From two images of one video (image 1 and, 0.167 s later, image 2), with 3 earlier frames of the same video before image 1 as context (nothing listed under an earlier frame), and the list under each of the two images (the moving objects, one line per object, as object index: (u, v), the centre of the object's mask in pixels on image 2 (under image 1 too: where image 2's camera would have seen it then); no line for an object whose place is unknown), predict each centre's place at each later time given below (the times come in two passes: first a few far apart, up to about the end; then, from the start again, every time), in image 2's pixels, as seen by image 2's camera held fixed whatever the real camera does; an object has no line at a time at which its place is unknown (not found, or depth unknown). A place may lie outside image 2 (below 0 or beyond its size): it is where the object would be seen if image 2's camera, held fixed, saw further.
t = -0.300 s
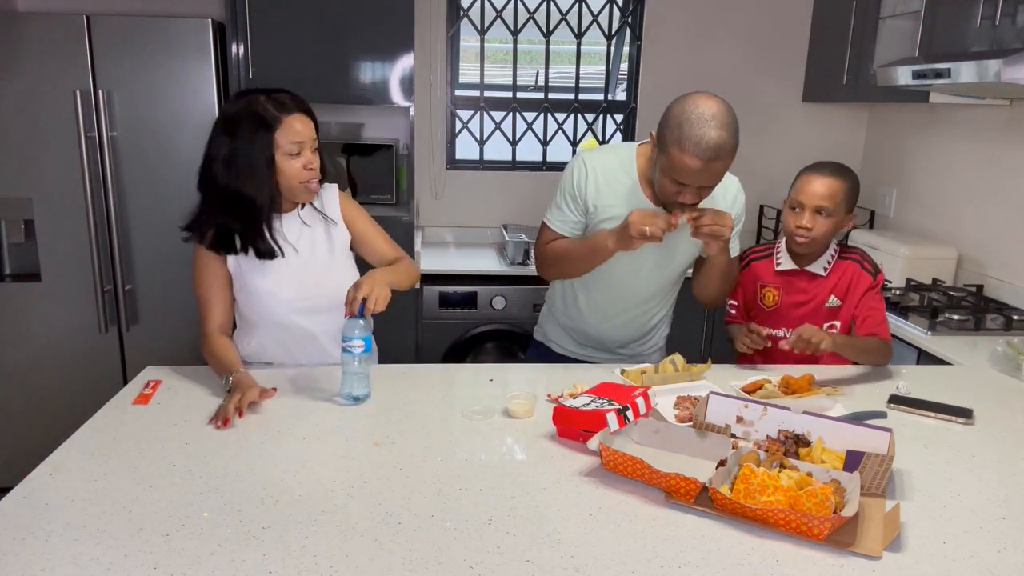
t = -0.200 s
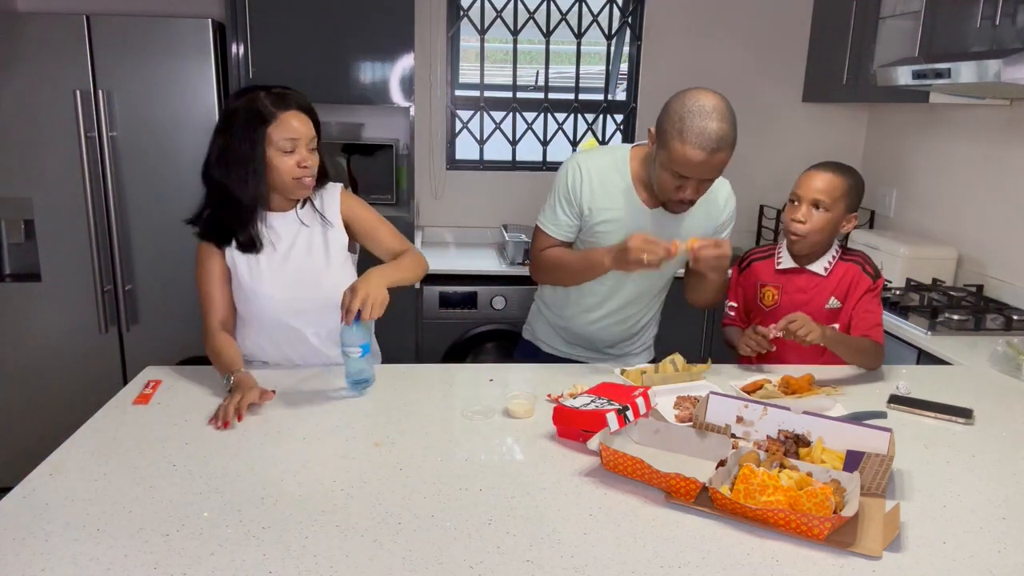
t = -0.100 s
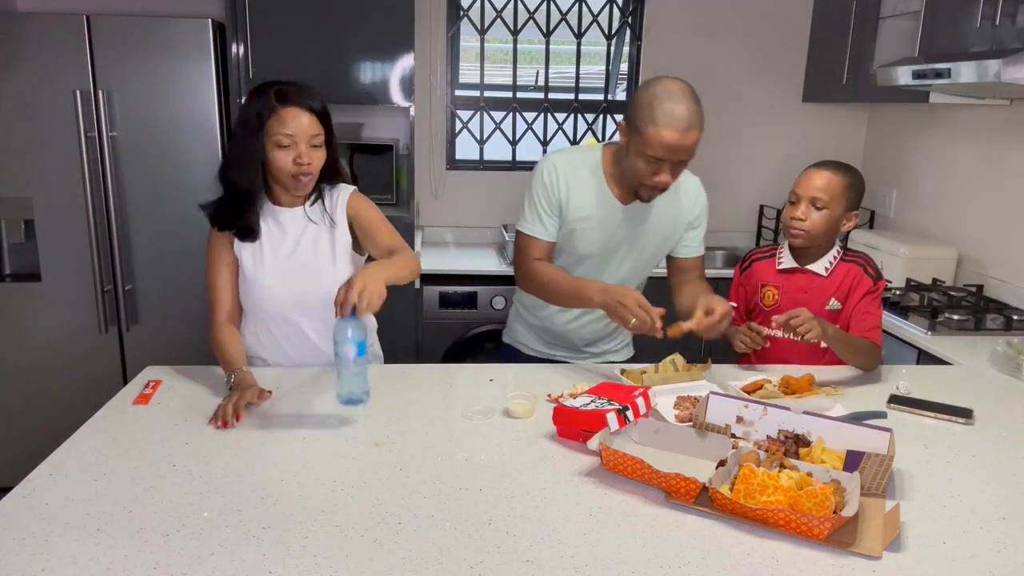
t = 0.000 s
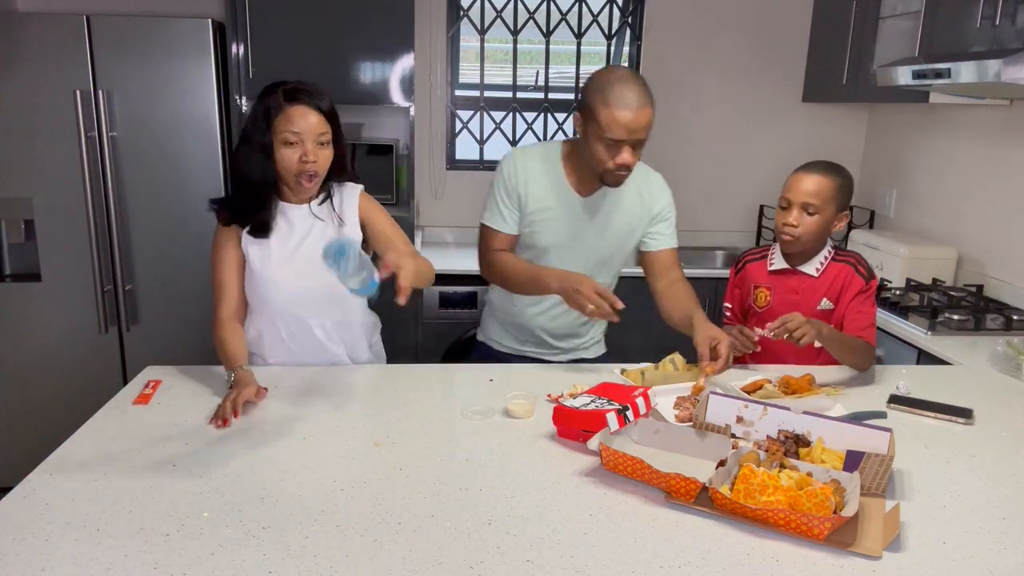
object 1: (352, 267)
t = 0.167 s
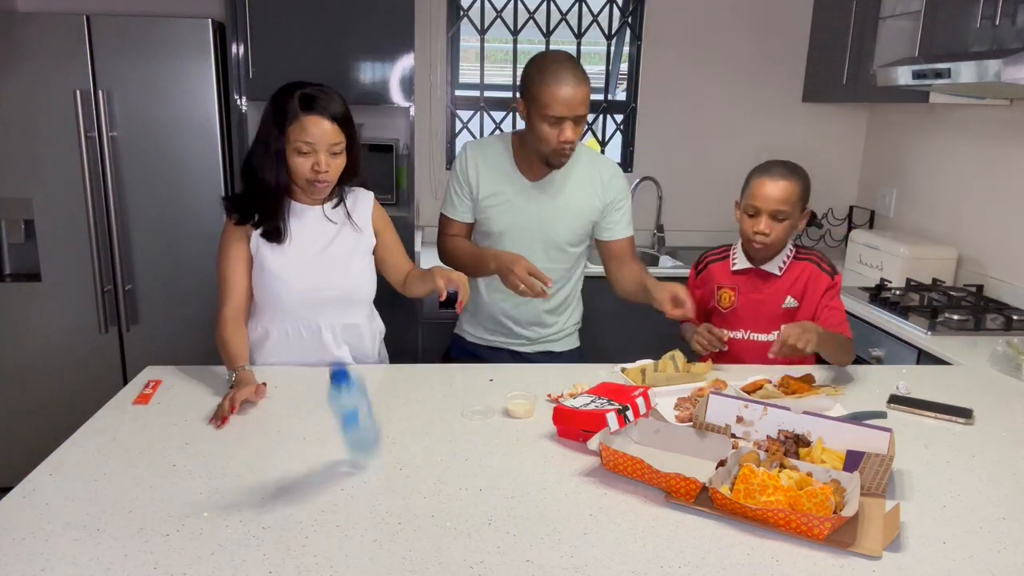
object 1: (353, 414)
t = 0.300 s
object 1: (357, 436)
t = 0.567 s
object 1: (371, 483)
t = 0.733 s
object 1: (364, 482)
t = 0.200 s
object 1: (353, 427)
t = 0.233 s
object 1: (357, 426)
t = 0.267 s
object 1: (358, 430)
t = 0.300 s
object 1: (357, 436)
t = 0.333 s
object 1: (356, 450)
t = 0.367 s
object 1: (354, 478)
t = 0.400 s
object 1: (358, 476)
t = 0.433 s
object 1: (364, 479)
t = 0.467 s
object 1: (366, 481)
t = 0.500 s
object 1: (367, 482)
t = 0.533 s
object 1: (370, 483)
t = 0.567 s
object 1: (371, 483)
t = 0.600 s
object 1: (370, 483)
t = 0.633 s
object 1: (370, 483)
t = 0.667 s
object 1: (370, 483)
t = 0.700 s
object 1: (367, 483)
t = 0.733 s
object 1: (364, 482)
